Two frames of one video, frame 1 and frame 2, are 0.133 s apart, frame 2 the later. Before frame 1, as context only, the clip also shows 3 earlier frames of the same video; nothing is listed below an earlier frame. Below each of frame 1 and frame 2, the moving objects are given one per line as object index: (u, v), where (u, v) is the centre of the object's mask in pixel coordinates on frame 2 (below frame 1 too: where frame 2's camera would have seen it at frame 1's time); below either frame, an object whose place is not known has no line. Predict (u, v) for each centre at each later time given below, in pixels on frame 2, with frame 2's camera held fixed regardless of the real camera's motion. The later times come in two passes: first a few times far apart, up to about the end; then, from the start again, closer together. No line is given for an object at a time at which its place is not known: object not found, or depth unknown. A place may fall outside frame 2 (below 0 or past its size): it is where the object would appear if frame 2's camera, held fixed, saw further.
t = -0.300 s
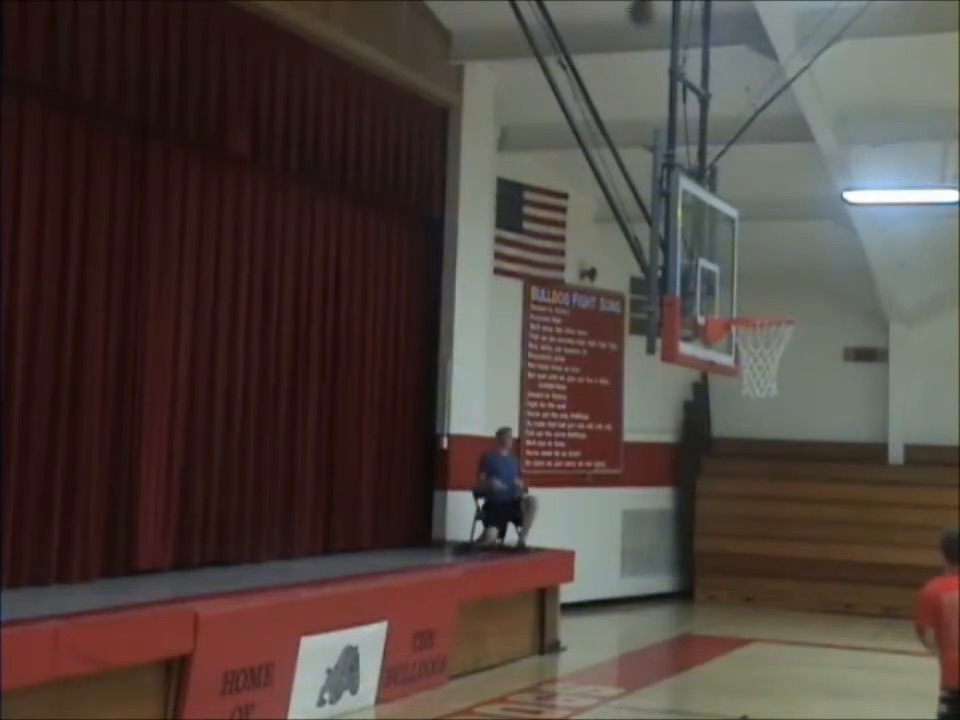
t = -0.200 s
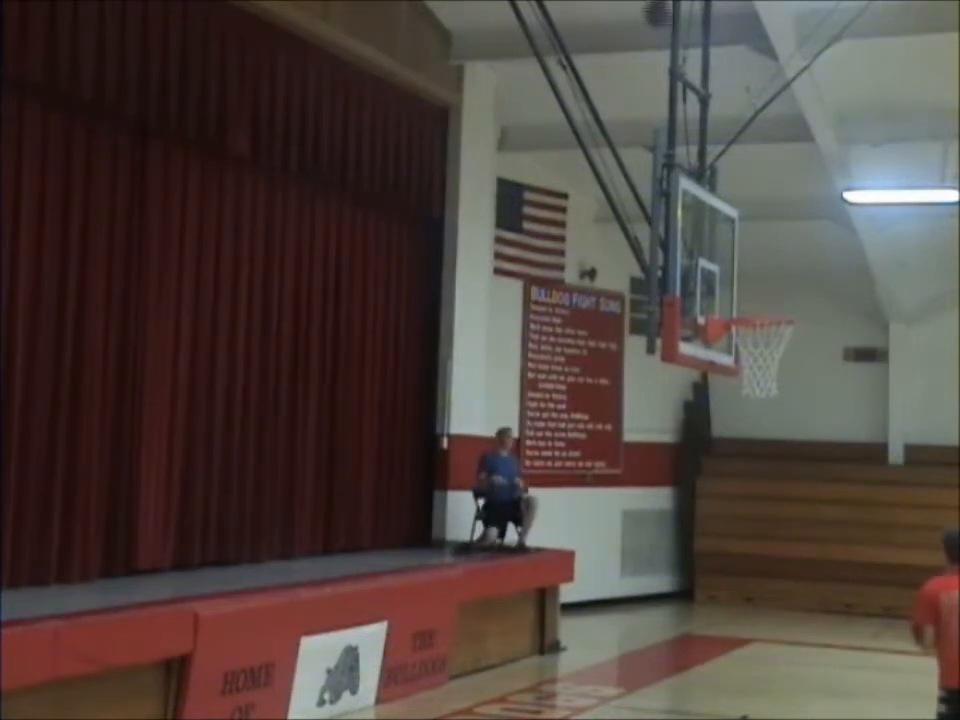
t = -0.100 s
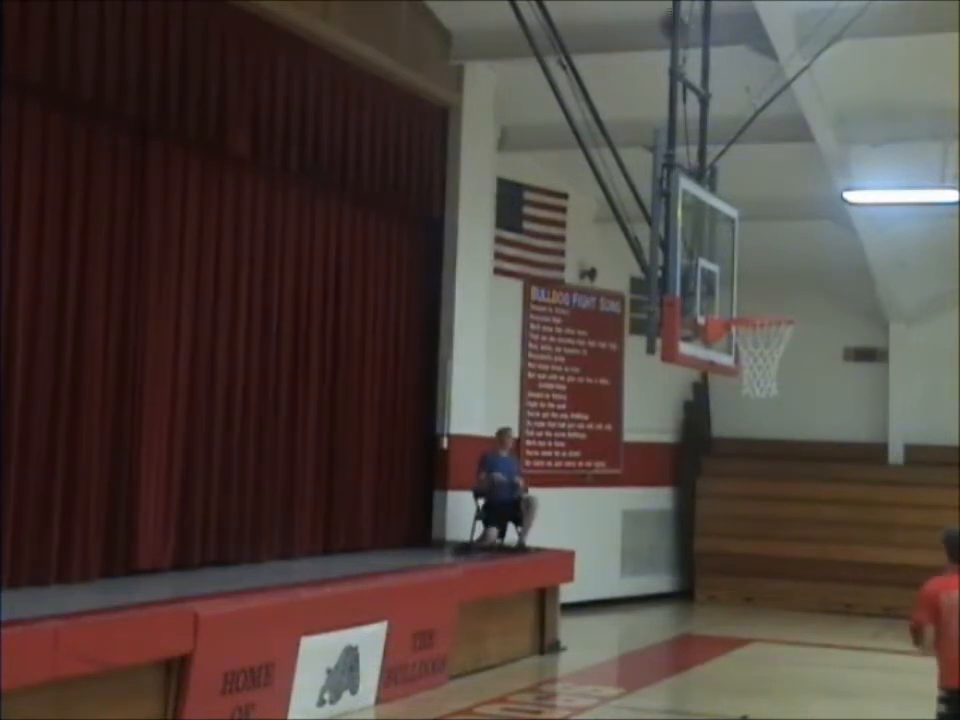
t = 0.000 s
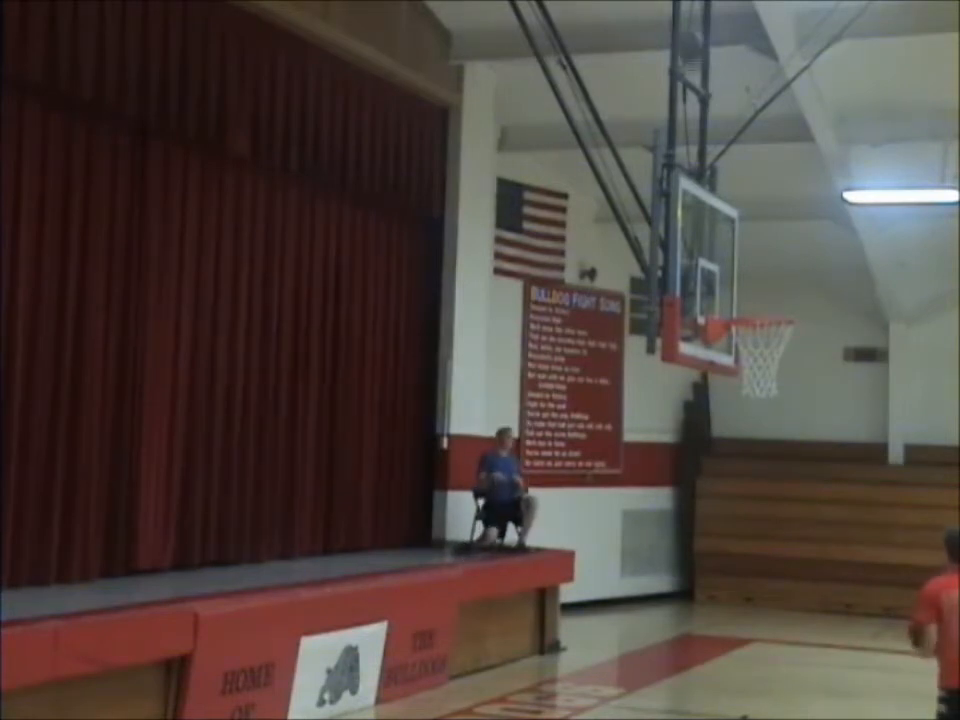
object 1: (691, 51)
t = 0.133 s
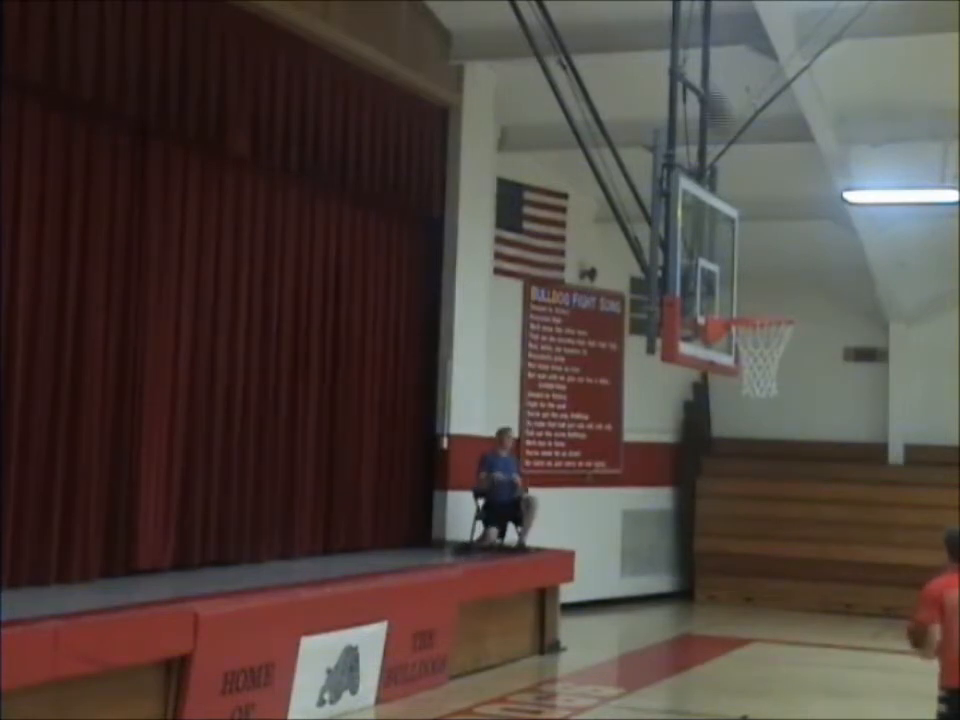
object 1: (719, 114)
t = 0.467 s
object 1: (775, 372)
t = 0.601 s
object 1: (775, 417)
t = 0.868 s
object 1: (772, 658)
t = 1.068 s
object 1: (763, 705)
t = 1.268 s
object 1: (741, 593)
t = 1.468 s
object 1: (718, 532)
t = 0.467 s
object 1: (775, 372)
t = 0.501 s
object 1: (776, 380)
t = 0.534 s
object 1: (776, 383)
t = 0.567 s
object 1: (776, 400)
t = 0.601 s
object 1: (775, 417)
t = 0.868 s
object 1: (772, 658)
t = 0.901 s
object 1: (772, 655)
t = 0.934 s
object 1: (772, 675)
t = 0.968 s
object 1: (772, 695)
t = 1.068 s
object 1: (763, 705)
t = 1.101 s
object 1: (761, 694)
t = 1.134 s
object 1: (757, 673)
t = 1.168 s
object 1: (753, 655)
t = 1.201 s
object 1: (748, 634)
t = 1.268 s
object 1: (741, 593)
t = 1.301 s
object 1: (738, 576)
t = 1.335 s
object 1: (736, 568)
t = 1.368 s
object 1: (732, 555)
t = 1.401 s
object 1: (728, 545)
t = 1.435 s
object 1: (721, 536)
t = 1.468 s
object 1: (718, 532)
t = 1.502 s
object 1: (714, 526)
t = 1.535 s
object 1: (709, 525)
